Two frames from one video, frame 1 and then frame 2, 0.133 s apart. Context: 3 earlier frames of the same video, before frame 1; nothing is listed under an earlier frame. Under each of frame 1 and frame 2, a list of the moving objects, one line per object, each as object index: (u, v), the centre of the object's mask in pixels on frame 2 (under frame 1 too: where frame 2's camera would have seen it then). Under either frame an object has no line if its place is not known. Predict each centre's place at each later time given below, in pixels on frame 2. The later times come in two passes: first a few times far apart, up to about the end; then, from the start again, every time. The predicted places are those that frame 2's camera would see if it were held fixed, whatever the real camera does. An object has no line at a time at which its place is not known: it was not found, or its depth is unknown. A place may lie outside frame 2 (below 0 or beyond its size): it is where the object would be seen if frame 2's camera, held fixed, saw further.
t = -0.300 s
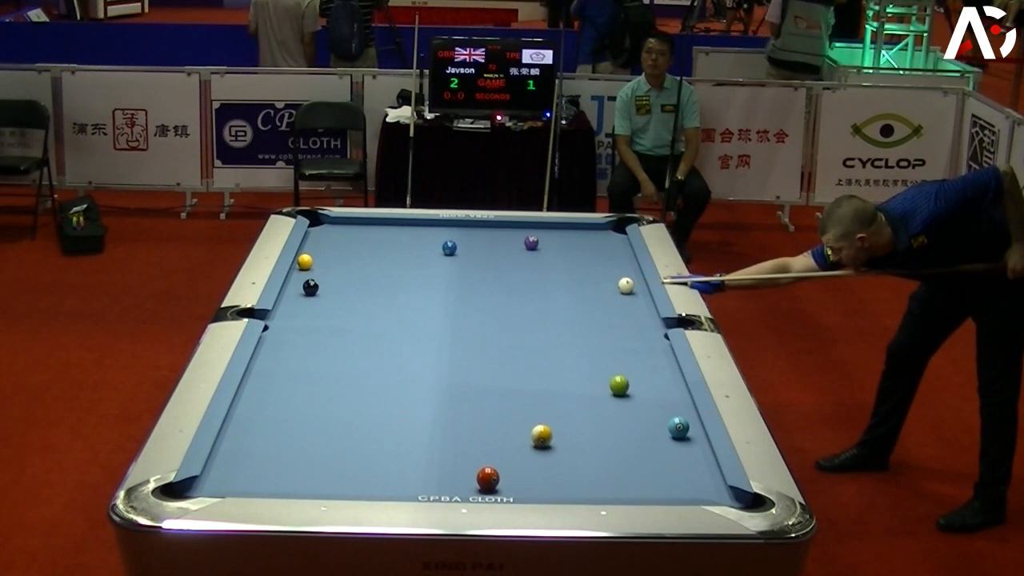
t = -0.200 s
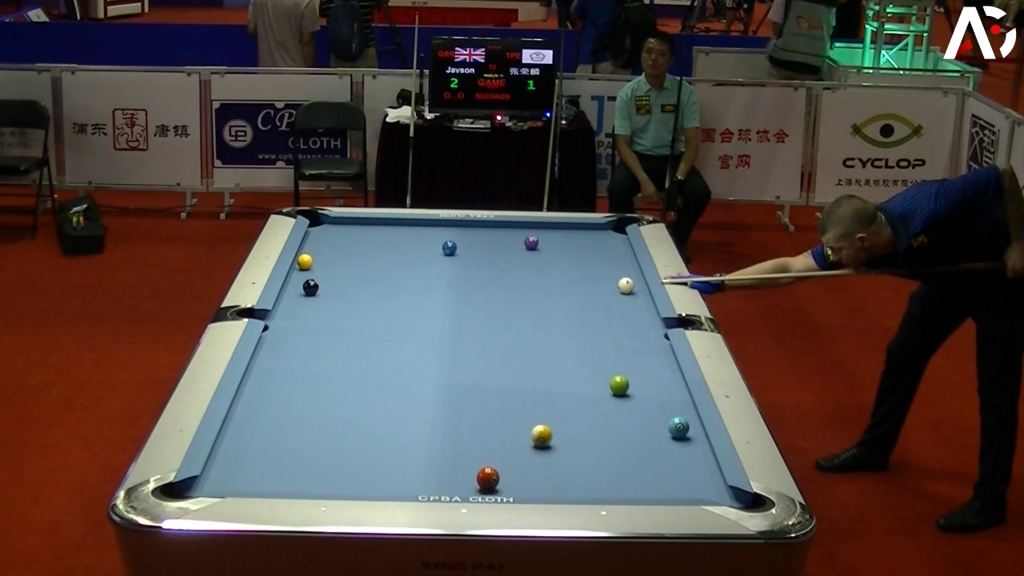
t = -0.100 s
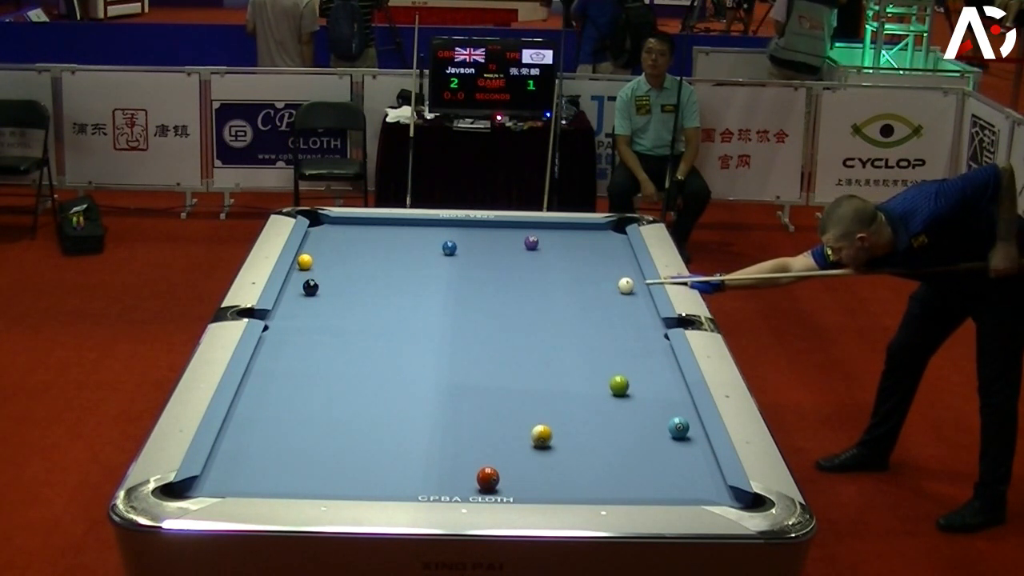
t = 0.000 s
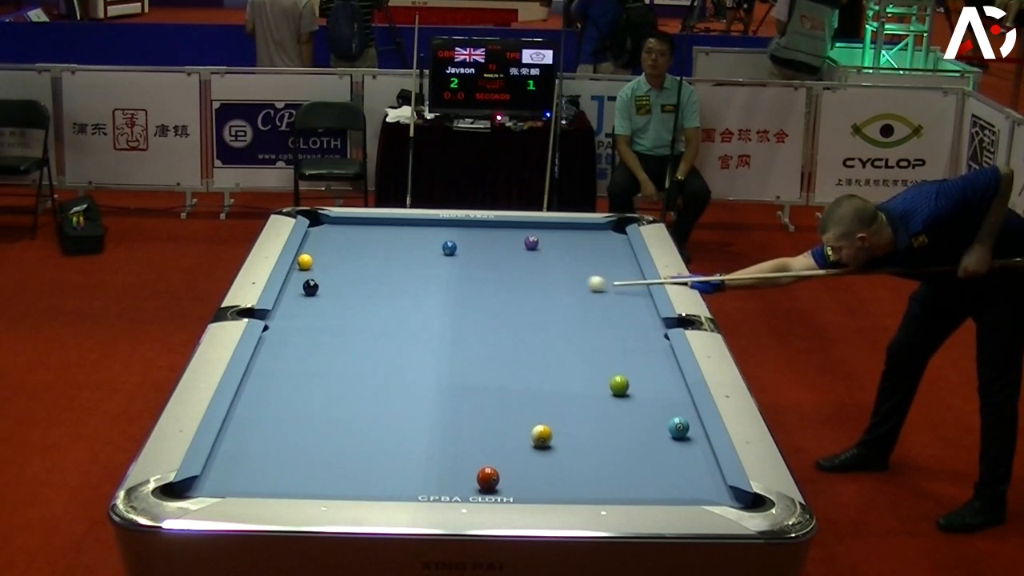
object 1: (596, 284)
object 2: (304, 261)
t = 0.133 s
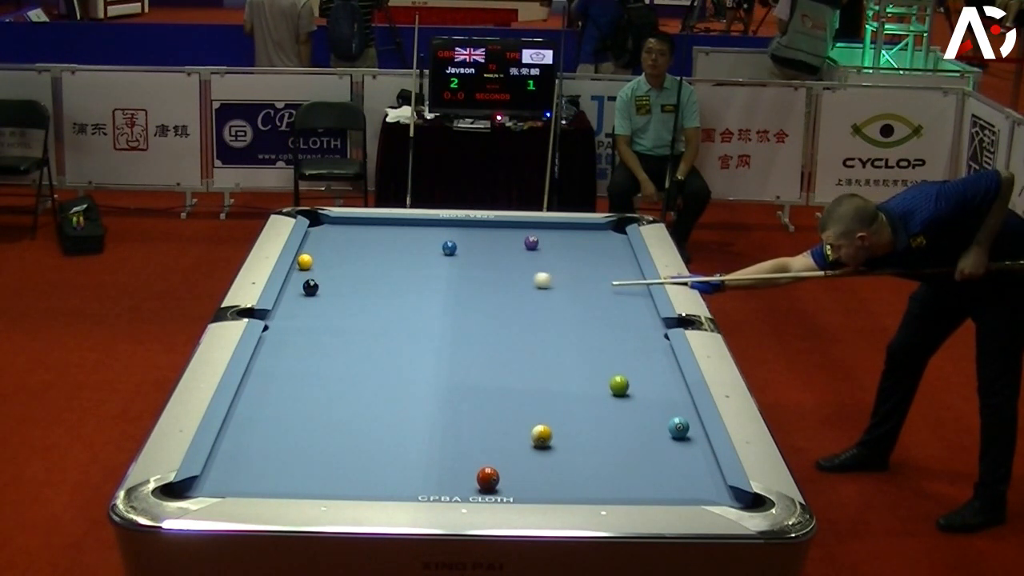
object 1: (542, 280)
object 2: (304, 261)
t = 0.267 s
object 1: (489, 277)
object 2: (304, 261)
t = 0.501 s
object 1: (398, 271)
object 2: (304, 261)
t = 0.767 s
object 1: (302, 268)
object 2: (301, 256)
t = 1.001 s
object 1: (325, 277)
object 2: (319, 254)
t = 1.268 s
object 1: (354, 286)
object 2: (339, 248)
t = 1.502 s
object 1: (379, 294)
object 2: (354, 244)
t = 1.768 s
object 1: (407, 304)
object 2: (371, 240)
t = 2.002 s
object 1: (432, 312)
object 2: (384, 236)
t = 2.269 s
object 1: (460, 321)
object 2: (397, 232)
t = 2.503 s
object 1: (484, 329)
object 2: (408, 229)
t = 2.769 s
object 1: (512, 338)
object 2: (419, 226)
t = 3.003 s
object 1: (535, 346)
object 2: (428, 224)
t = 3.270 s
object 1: (561, 354)
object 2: (436, 223)
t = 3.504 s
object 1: (583, 361)
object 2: (440, 224)
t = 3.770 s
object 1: (607, 369)
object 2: (444, 225)
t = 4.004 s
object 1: (629, 375)
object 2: (447, 226)
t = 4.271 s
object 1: (651, 383)
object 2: (449, 226)
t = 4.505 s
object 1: (669, 389)
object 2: (449, 226)
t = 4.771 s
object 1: (677, 395)
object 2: (449, 226)
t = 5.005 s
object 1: (670, 398)
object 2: (449, 226)
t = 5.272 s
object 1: (665, 401)
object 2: (449, 226)
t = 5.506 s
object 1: (662, 404)
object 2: (449, 226)
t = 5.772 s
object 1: (658, 406)
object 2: (449, 226)
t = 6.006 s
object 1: (656, 407)
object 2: (449, 226)
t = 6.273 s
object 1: (654, 408)
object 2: (449, 226)
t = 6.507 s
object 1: (654, 408)
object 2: (449, 226)
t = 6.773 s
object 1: (654, 408)
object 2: (449, 226)
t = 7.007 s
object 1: (654, 408)
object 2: (449, 226)
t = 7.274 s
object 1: (654, 408)
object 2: (449, 226)
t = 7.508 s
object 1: (654, 408)
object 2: (449, 226)
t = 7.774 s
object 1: (654, 408)
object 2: (449, 226)
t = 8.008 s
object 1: (654, 408)
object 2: (449, 226)
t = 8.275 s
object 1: (653, 408)
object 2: (449, 226)
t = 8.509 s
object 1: (653, 408)
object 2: (449, 226)
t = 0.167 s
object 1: (528, 280)
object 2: (304, 261)
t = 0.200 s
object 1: (515, 279)
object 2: (304, 261)
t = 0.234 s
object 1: (502, 278)
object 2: (304, 261)
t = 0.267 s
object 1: (489, 277)
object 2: (304, 261)
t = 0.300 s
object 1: (476, 276)
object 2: (304, 261)
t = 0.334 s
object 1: (463, 276)
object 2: (304, 261)
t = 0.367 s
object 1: (449, 275)
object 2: (304, 261)
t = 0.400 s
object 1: (436, 274)
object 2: (304, 261)
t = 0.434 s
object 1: (424, 273)
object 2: (304, 261)
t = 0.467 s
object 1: (411, 272)
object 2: (304, 261)
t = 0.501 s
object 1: (398, 271)
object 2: (304, 261)
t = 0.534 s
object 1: (385, 271)
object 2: (304, 261)
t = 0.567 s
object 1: (373, 270)
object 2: (304, 261)
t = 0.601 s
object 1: (360, 269)
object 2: (304, 261)
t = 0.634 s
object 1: (347, 268)
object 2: (304, 261)
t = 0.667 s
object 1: (335, 268)
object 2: (304, 261)
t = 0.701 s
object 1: (323, 267)
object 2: (304, 261)
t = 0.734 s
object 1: (311, 267)
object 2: (302, 259)
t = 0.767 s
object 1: (302, 268)
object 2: (301, 256)
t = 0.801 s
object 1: (297, 269)
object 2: (304, 257)
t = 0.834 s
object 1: (303, 270)
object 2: (307, 256)
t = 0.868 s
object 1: (309, 271)
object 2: (309, 256)
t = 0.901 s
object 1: (314, 272)
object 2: (312, 256)
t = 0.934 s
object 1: (318, 274)
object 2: (314, 255)
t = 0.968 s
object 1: (322, 275)
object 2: (317, 254)
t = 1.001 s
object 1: (325, 277)
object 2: (319, 254)
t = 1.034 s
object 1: (329, 278)
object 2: (322, 253)
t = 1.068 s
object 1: (333, 279)
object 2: (324, 252)
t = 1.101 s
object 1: (336, 280)
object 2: (327, 252)
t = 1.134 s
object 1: (340, 281)
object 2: (329, 251)
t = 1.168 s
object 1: (343, 283)
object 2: (332, 250)
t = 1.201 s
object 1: (347, 284)
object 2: (334, 250)
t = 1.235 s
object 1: (350, 285)
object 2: (337, 249)
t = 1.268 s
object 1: (354, 286)
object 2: (339, 248)
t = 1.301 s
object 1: (357, 287)
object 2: (341, 248)
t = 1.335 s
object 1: (361, 288)
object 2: (343, 247)
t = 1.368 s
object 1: (365, 290)
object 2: (346, 247)
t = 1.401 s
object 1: (368, 291)
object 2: (348, 246)
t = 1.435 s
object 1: (372, 292)
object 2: (350, 245)
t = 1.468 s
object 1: (375, 293)
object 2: (352, 245)
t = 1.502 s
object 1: (379, 294)
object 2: (354, 244)
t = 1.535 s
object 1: (382, 295)
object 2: (356, 244)
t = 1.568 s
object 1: (386, 297)
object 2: (358, 243)
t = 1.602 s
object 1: (390, 298)
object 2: (360, 242)
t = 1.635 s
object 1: (393, 299)
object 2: (363, 242)
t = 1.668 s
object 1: (396, 300)
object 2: (365, 241)
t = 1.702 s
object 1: (400, 301)
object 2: (367, 241)
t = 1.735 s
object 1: (404, 303)
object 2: (369, 240)
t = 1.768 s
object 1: (407, 304)
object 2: (371, 240)
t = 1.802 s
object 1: (411, 305)
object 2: (372, 239)
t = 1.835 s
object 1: (414, 306)
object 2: (374, 239)
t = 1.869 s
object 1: (418, 307)
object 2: (376, 238)
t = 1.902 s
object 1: (421, 309)
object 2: (378, 238)
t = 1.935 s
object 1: (425, 310)
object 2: (380, 237)
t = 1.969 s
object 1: (428, 311)
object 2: (382, 237)
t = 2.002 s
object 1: (432, 312)
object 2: (384, 236)
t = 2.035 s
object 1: (435, 313)
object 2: (385, 236)
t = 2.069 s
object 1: (439, 314)
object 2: (387, 235)
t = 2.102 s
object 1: (442, 316)
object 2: (389, 235)
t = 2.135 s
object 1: (446, 317)
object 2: (390, 234)
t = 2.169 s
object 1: (449, 318)
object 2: (392, 234)
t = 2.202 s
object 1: (453, 319)
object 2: (394, 233)
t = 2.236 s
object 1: (456, 320)
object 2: (395, 233)
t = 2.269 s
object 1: (460, 321)
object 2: (397, 232)
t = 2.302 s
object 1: (464, 322)
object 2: (399, 232)
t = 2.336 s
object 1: (466, 323)
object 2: (400, 232)
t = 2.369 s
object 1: (470, 325)
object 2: (402, 231)
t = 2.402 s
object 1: (473, 326)
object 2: (404, 231)
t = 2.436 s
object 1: (477, 327)
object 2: (405, 230)
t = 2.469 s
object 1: (480, 328)
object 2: (406, 230)
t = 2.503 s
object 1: (484, 329)
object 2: (408, 229)
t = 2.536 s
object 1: (488, 330)
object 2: (409, 229)
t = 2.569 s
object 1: (491, 331)
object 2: (411, 229)
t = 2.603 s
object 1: (494, 333)
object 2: (412, 228)
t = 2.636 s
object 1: (498, 334)
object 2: (414, 228)
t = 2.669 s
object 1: (501, 335)
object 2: (415, 227)
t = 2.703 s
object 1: (505, 336)
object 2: (417, 227)
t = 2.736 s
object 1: (508, 337)
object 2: (418, 227)
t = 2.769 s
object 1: (512, 338)
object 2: (419, 226)
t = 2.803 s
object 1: (515, 339)
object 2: (420, 226)
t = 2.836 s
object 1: (518, 340)
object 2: (422, 226)
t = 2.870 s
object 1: (521, 341)
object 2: (423, 225)
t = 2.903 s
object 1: (525, 343)
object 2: (425, 225)
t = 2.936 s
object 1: (528, 344)
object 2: (426, 225)
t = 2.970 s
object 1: (532, 345)
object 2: (427, 224)
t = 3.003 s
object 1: (535, 346)
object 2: (428, 224)
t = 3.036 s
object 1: (538, 347)
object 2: (430, 224)
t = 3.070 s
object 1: (541, 348)
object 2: (431, 224)
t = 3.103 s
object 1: (545, 349)
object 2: (432, 223)
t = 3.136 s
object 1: (548, 350)
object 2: (433, 223)
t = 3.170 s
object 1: (552, 351)
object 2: (434, 223)
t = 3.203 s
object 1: (555, 352)
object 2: (435, 223)
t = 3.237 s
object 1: (558, 353)
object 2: (436, 223)
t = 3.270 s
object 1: (561, 354)
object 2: (436, 223)
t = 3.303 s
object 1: (564, 355)
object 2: (437, 223)
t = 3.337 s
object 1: (567, 356)
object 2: (437, 223)
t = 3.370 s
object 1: (570, 357)
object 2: (438, 224)
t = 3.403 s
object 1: (574, 358)
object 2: (439, 224)
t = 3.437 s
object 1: (577, 359)
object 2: (439, 224)
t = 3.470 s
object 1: (580, 361)
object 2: (440, 224)
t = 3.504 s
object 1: (583, 361)
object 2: (440, 224)
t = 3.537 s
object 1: (586, 363)
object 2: (441, 224)
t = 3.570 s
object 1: (589, 363)
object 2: (442, 224)
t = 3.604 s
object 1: (593, 365)
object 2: (442, 224)
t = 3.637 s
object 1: (596, 365)
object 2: (443, 224)
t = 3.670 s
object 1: (599, 366)
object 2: (443, 225)
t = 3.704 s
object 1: (602, 367)
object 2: (444, 225)
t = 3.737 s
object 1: (604, 368)
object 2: (444, 225)
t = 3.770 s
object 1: (607, 369)
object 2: (444, 225)
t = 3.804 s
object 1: (610, 369)
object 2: (445, 225)
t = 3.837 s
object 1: (613, 369)
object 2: (445, 225)
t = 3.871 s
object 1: (616, 369)
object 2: (446, 225)
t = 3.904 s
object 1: (619, 370)
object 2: (446, 225)
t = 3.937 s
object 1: (623, 372)
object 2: (446, 225)
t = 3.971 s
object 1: (626, 373)
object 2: (447, 226)
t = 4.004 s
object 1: (629, 375)
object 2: (447, 226)
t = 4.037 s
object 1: (632, 376)
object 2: (447, 226)
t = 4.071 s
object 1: (634, 378)
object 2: (448, 226)
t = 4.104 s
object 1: (637, 379)
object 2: (448, 226)
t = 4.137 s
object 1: (640, 380)
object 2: (448, 226)
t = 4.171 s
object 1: (642, 381)
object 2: (448, 226)
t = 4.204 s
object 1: (645, 381)
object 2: (448, 226)
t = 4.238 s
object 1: (648, 382)
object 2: (449, 226)
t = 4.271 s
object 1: (651, 383)
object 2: (449, 226)
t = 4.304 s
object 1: (653, 384)
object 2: (449, 226)
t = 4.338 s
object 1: (656, 385)
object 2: (449, 226)
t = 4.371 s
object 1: (658, 386)
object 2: (449, 226)
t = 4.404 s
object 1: (661, 387)
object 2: (449, 226)
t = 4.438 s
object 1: (664, 388)
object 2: (449, 226)
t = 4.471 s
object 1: (666, 388)
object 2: (449, 226)
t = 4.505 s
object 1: (669, 389)
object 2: (449, 226)
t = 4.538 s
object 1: (671, 390)
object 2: (449, 226)
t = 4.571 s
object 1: (674, 391)
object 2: (449, 226)
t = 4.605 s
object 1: (677, 392)
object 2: (449, 226)
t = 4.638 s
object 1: (679, 393)
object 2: (449, 226)
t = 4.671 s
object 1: (679, 393)
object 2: (449, 226)
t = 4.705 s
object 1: (678, 394)
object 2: (449, 226)
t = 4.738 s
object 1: (677, 394)
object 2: (449, 226)
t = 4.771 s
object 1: (677, 395)
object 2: (449, 226)
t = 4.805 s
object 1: (676, 395)
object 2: (449, 226)
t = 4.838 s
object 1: (675, 396)
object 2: (449, 226)
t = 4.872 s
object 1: (674, 396)
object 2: (449, 226)
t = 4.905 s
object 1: (673, 397)
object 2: (449, 226)
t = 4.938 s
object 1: (672, 397)
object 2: (449, 226)
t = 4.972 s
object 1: (671, 398)
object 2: (449, 226)
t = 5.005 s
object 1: (670, 398)
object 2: (449, 226)
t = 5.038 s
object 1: (670, 398)
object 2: (449, 226)
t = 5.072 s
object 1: (669, 398)
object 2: (449, 226)
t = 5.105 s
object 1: (668, 399)
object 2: (449, 226)
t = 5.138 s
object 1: (668, 400)
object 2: (449, 226)
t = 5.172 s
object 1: (667, 400)
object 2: (449, 226)
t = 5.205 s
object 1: (667, 400)
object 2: (449, 226)
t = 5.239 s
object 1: (666, 401)
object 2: (449, 226)
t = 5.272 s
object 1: (665, 401)
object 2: (449, 226)
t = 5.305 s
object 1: (665, 401)
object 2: (449, 226)
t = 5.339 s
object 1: (664, 402)
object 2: (449, 226)
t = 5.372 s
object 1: (664, 402)
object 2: (449, 226)
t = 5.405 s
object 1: (663, 403)
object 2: (449, 226)
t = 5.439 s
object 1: (663, 403)
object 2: (449, 226)
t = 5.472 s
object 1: (662, 403)
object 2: (449, 226)
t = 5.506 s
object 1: (662, 404)
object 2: (449, 226)
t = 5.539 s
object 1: (661, 404)
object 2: (449, 226)
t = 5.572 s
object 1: (661, 404)
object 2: (449, 226)
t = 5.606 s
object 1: (660, 404)
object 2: (449, 226)
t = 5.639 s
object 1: (660, 405)
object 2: (449, 226)
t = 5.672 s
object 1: (659, 405)
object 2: (449, 226)
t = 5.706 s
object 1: (659, 405)
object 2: (449, 226)
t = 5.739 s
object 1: (659, 405)
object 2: (449, 226)
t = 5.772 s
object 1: (658, 406)
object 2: (449, 226)
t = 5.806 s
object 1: (658, 406)
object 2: (449, 226)
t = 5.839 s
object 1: (657, 406)
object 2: (449, 226)
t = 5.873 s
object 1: (657, 406)
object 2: (449, 226)
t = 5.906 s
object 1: (657, 406)
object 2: (449, 226)
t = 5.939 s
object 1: (656, 407)
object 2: (449, 226)
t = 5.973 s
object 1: (656, 407)
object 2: (449, 226)
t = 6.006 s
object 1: (656, 407)
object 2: (449, 226)
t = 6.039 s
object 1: (656, 407)
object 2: (449, 226)
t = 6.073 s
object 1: (655, 407)
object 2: (449, 226)
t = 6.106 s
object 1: (655, 407)
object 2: (449, 226)
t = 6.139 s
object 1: (655, 408)
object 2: (449, 226)
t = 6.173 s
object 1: (655, 408)
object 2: (449, 226)
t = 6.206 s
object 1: (655, 408)
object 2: (449, 226)
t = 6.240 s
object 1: (654, 408)
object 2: (449, 226)
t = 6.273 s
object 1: (654, 408)
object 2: (449, 226)
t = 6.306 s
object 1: (654, 408)
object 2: (449, 226)
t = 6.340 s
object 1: (654, 408)
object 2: (449, 226)
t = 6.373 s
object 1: (654, 408)
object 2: (449, 226)
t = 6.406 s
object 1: (654, 408)
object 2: (449, 226)
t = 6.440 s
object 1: (654, 408)
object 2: (449, 226)
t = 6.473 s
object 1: (654, 408)
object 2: (449, 226)
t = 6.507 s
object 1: (654, 408)
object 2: (449, 226)
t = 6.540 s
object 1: (653, 408)
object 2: (449, 226)
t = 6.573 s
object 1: (654, 408)
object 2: (449, 226)
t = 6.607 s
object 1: (654, 408)
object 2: (449, 226)
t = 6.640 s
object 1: (654, 408)
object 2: (449, 226)
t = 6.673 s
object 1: (654, 408)
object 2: (449, 226)
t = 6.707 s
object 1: (654, 408)
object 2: (449, 226)
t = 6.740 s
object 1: (654, 408)
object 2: (449, 226)
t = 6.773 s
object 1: (654, 408)
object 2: (449, 226)
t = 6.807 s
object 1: (654, 408)
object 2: (449, 226)
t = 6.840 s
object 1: (654, 408)
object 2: (449, 226)
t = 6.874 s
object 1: (654, 408)
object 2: (449, 226)
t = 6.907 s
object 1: (654, 408)
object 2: (449, 226)
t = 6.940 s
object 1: (654, 408)
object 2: (449, 226)
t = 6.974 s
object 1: (654, 408)
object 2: (449, 226)
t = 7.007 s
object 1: (654, 408)
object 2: (449, 226)
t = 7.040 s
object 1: (654, 408)
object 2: (449, 226)
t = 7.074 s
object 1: (654, 408)
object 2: (449, 226)
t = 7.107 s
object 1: (654, 408)
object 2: (449, 226)
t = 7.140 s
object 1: (654, 408)
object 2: (449, 226)
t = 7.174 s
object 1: (654, 408)
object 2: (449, 226)
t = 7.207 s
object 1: (654, 408)
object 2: (449, 226)
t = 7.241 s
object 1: (654, 408)
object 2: (449, 226)
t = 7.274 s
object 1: (654, 408)
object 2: (449, 226)
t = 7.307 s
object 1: (654, 408)
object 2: (449, 226)
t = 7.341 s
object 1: (654, 408)
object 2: (449, 226)
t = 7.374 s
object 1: (654, 408)
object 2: (449, 226)
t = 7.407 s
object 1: (654, 408)
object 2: (449, 226)
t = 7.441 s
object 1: (654, 408)
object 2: (449, 226)
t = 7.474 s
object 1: (654, 408)
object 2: (449, 226)
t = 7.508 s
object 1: (654, 408)
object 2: (449, 226)
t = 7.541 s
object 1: (653, 408)
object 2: (449, 226)
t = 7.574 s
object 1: (653, 408)
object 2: (449, 226)
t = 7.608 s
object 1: (654, 408)
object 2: (449, 226)
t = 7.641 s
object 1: (654, 408)
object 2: (449, 226)
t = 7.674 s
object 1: (653, 408)
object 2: (449, 226)
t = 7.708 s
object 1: (654, 408)
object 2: (449, 226)
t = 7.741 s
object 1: (654, 408)
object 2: (449, 226)
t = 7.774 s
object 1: (654, 408)
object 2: (449, 226)
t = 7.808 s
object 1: (654, 408)
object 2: (449, 226)
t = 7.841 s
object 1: (654, 408)
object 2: (449, 226)
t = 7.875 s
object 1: (654, 408)
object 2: (449, 226)
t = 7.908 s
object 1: (654, 408)
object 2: (449, 226)
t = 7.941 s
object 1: (654, 408)
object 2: (449, 226)
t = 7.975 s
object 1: (654, 408)
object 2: (449, 226)
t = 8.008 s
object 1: (654, 408)
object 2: (449, 226)
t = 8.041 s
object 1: (654, 408)
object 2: (449, 226)
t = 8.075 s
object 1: (654, 408)
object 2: (449, 226)
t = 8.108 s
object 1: (654, 408)
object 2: (449, 226)
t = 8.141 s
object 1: (654, 408)
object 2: (449, 226)
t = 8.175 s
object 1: (654, 408)
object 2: (449, 226)
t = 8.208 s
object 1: (654, 408)
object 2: (449, 226)
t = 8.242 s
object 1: (654, 408)
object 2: (449, 226)
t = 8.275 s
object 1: (653, 408)
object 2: (449, 226)
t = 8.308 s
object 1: (654, 408)
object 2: (449, 226)
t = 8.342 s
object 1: (653, 408)
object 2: (449, 226)
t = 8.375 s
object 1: (653, 408)
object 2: (449, 226)
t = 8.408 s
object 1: (653, 408)
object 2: (449, 226)
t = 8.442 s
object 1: (654, 408)
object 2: (449, 226)
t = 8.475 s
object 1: (654, 408)
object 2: (449, 226)
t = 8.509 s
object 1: (653, 408)
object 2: (449, 226)
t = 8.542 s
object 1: (653, 408)
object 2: (449, 226)
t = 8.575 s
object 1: (653, 408)
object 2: (449, 226)
